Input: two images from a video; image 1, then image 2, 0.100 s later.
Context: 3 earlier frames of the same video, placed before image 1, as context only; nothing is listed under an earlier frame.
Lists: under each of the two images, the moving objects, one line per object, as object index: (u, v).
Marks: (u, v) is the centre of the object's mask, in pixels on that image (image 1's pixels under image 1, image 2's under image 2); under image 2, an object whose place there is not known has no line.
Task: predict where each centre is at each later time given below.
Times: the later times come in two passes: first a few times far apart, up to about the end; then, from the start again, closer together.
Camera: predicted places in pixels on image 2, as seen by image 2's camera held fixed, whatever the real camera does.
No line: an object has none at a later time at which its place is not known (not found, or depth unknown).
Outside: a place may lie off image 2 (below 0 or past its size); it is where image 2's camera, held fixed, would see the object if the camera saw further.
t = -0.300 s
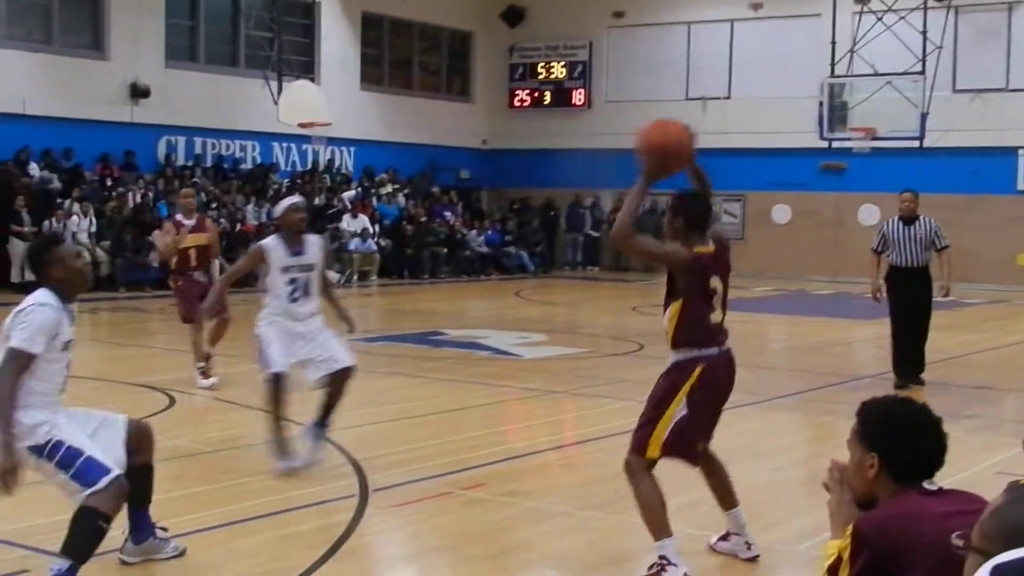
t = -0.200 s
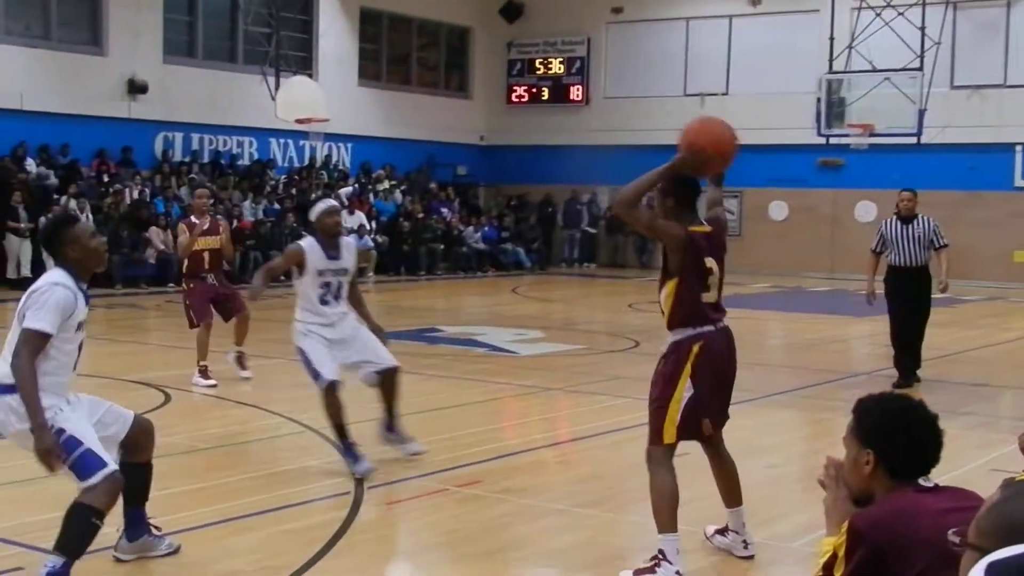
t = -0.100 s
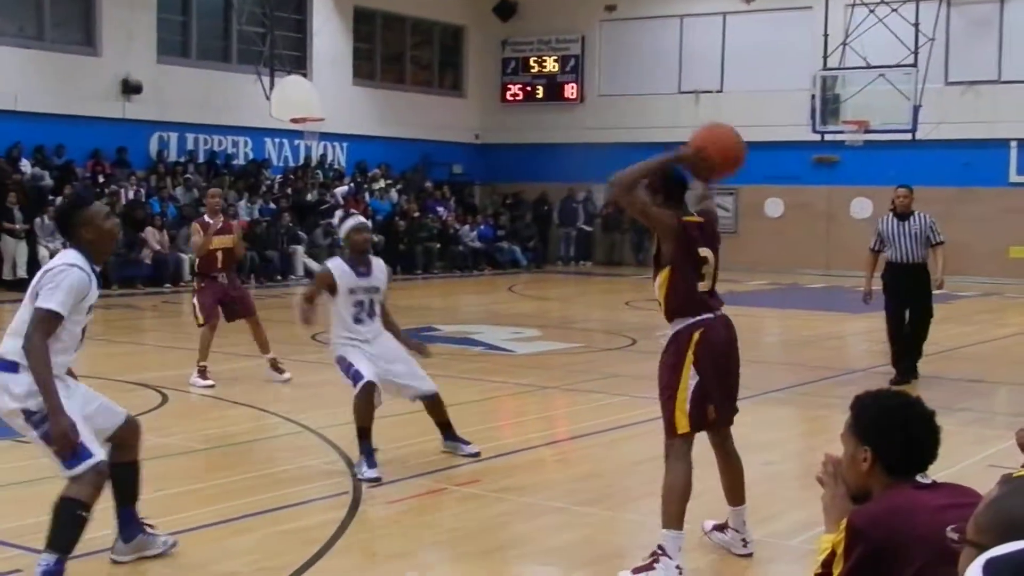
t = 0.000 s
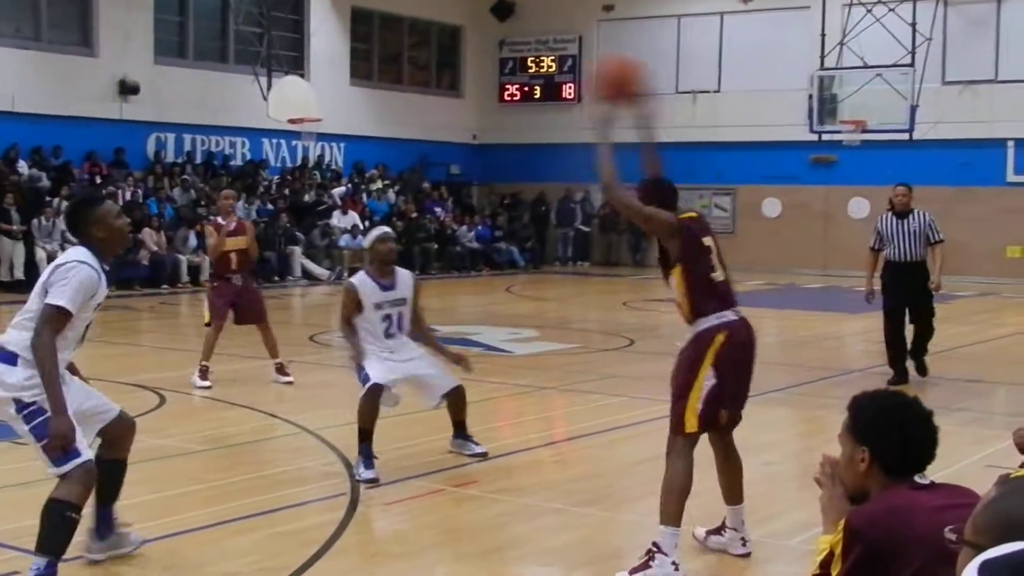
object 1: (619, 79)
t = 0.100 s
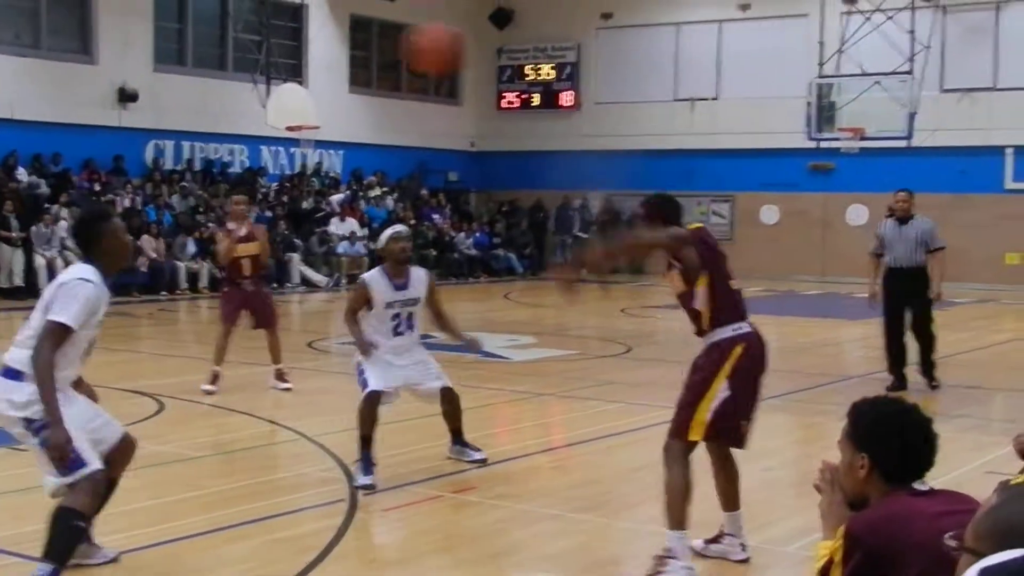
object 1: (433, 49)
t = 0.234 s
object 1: (231, 35)
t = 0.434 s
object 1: (-3, 73)
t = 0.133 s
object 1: (378, 43)
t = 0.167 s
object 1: (328, 37)
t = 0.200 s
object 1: (278, 35)
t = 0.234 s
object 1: (231, 35)
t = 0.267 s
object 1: (185, 38)
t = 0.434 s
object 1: (-3, 73)
